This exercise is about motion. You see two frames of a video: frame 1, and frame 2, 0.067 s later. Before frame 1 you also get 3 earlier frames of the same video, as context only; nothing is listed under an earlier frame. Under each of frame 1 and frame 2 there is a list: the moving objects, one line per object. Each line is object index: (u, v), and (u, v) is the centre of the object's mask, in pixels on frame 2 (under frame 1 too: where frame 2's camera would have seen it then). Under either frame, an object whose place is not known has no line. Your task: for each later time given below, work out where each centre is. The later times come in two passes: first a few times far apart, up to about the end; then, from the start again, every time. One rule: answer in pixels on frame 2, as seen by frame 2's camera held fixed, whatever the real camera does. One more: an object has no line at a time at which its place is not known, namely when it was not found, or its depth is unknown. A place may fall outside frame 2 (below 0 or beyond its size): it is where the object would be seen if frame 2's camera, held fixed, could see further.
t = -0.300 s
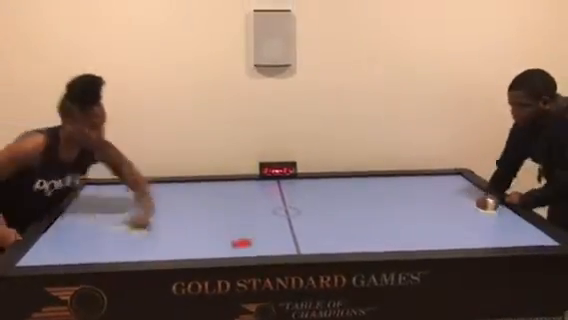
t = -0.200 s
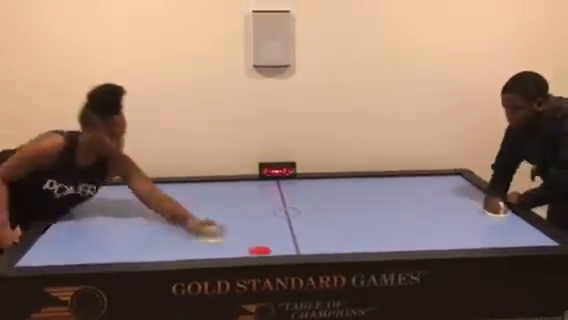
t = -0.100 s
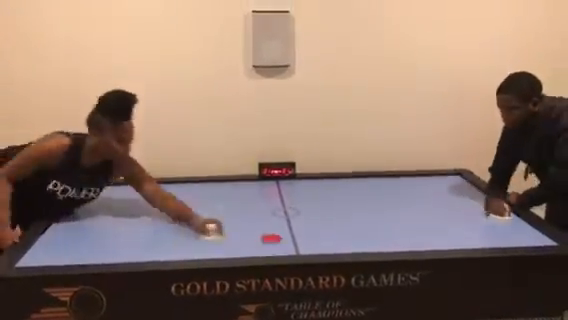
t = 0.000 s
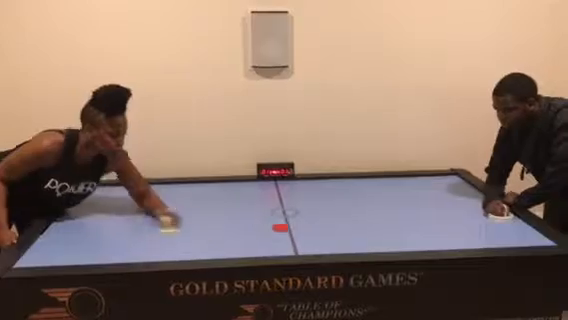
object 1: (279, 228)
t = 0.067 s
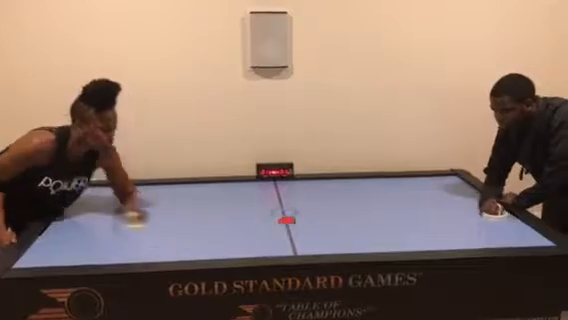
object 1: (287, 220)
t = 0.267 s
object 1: (305, 202)
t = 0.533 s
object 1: (326, 182)
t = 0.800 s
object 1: (360, 195)
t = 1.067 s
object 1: (402, 212)
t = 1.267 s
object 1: (441, 227)
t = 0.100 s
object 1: (290, 216)
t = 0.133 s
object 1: (294, 214)
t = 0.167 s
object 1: (297, 211)
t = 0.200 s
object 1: (299, 208)
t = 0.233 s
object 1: (302, 205)
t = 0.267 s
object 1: (305, 202)
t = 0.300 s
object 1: (308, 199)
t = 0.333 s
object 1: (310, 197)
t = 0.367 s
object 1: (313, 195)
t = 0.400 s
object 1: (316, 191)
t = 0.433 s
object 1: (318, 189)
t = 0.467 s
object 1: (320, 187)
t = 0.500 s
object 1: (321, 184)
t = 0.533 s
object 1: (326, 182)
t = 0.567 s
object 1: (331, 183)
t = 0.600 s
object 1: (333, 184)
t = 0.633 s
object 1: (336, 186)
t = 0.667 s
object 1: (342, 187)
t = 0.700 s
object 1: (346, 189)
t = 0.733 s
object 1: (349, 191)
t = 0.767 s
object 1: (355, 193)
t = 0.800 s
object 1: (360, 195)
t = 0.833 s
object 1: (365, 197)
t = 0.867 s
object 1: (370, 199)
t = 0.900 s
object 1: (375, 201)
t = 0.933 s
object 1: (379, 203)
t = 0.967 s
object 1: (385, 205)
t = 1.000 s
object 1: (391, 208)
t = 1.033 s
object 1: (396, 210)
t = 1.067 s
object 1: (402, 212)
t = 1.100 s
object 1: (408, 215)
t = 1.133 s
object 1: (415, 217)
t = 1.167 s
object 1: (421, 219)
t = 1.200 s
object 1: (428, 222)
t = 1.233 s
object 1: (434, 224)
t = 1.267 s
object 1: (441, 227)
